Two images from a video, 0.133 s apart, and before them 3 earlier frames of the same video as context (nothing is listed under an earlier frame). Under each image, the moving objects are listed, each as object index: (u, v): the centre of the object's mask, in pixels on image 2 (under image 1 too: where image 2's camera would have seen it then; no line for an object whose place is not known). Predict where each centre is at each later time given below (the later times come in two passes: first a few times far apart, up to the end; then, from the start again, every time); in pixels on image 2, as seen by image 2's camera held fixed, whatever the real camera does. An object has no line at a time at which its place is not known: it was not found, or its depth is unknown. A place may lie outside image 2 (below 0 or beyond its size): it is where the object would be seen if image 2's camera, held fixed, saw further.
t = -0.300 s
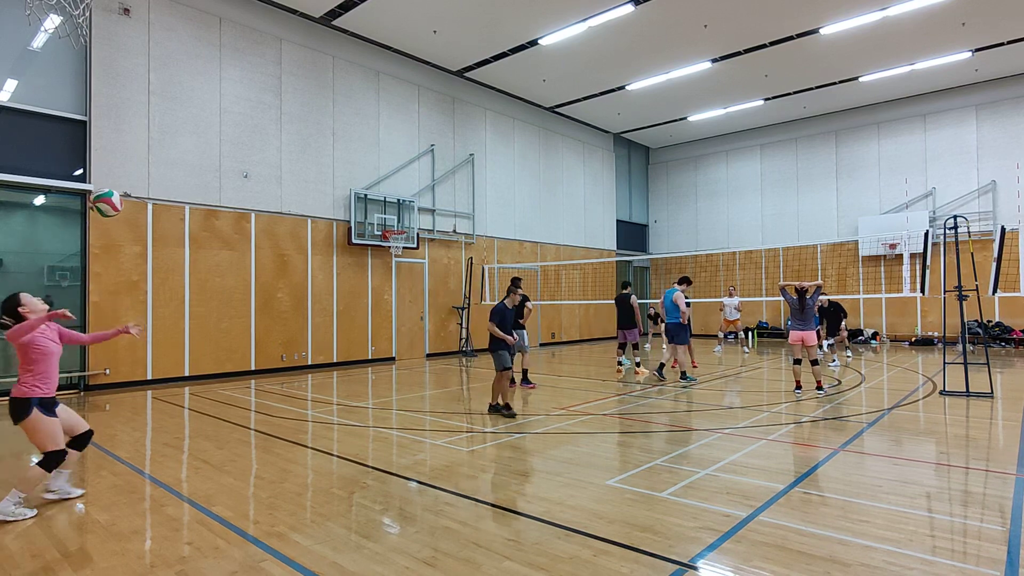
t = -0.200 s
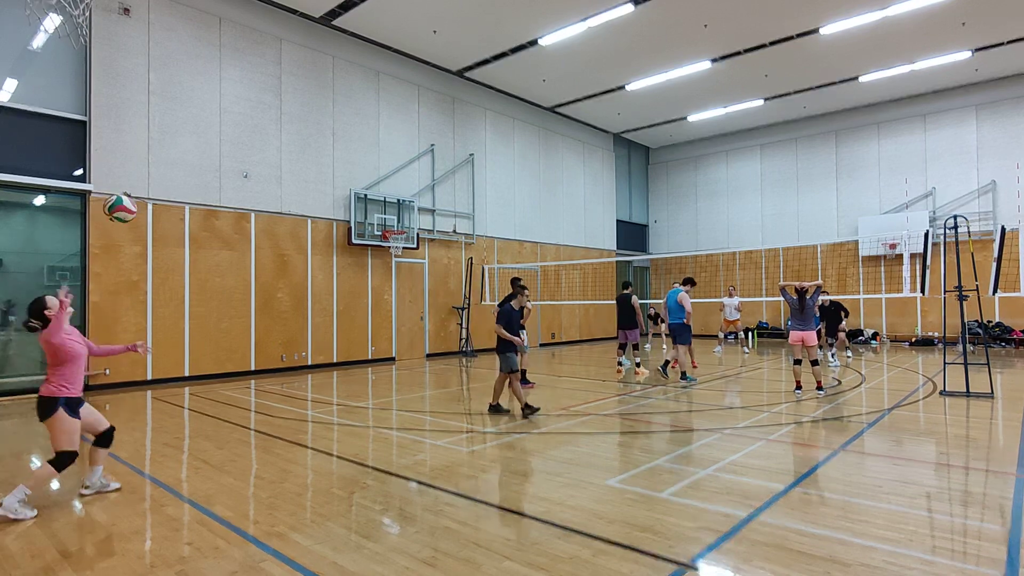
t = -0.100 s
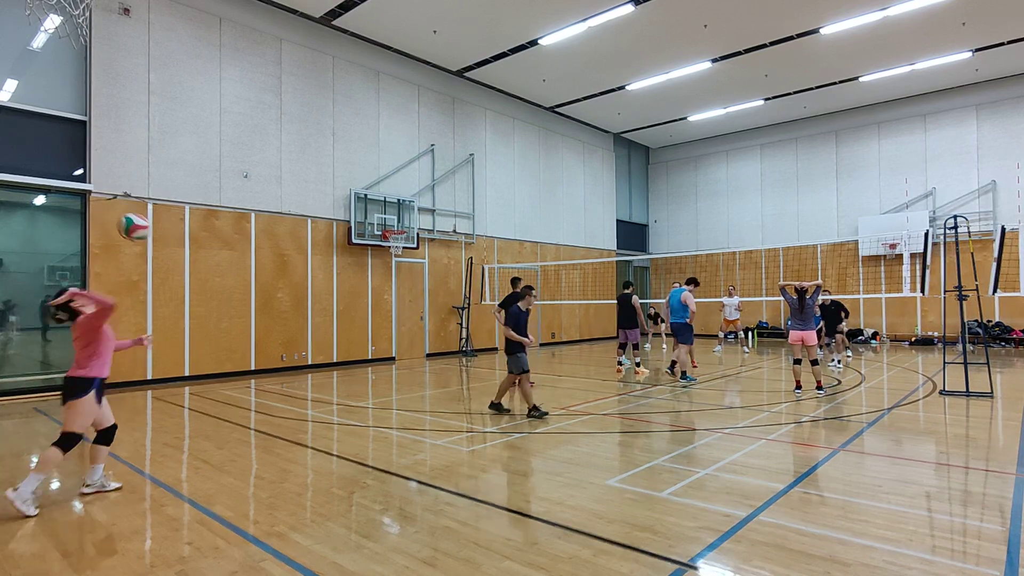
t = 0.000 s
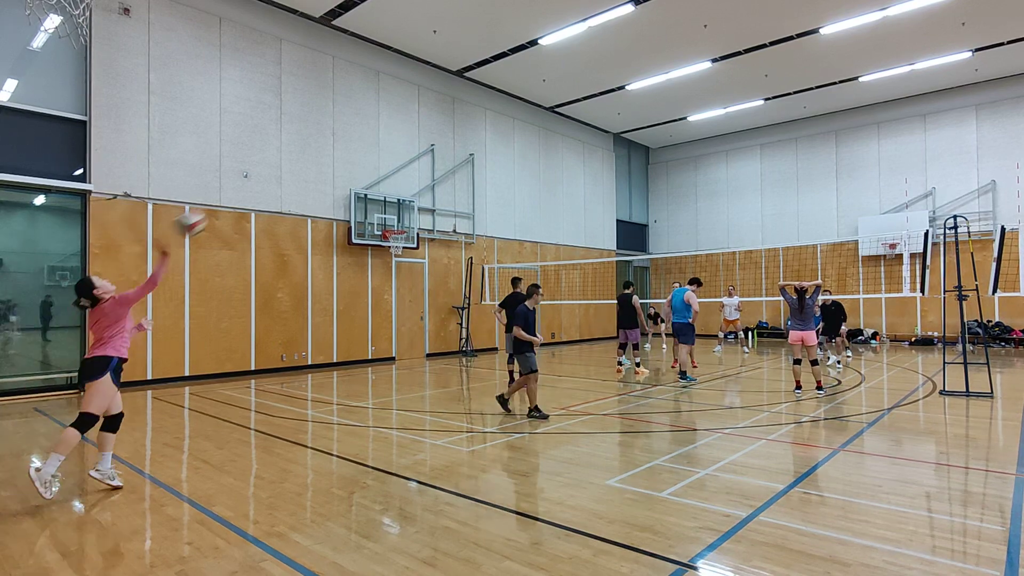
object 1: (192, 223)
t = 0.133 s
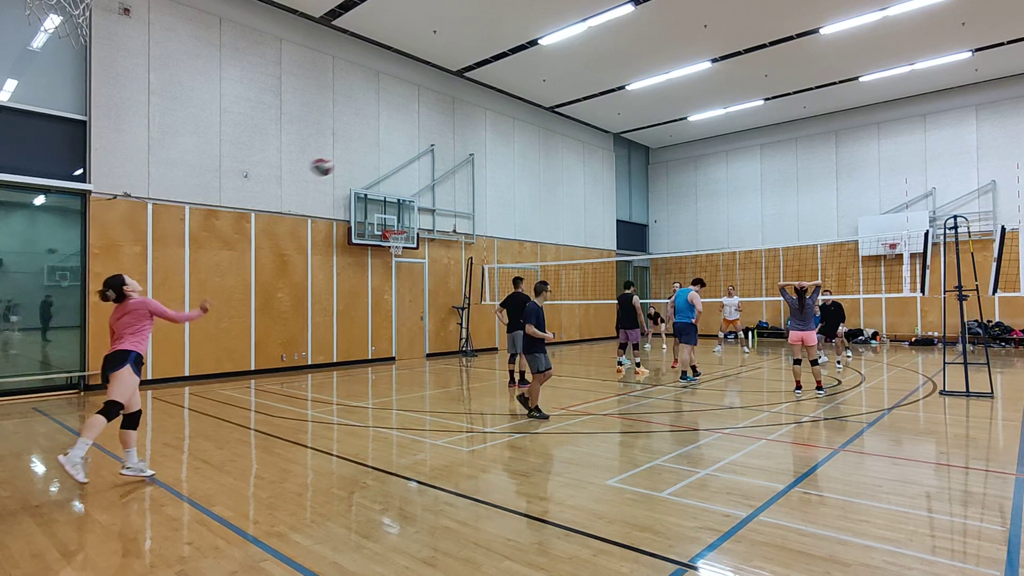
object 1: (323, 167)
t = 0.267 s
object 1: (409, 141)
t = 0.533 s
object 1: (518, 143)
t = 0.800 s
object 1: (583, 175)
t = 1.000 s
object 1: (617, 211)
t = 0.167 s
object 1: (348, 158)
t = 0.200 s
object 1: (370, 151)
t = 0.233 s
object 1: (390, 146)
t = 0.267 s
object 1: (409, 141)
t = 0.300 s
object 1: (427, 138)
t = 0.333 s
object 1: (443, 137)
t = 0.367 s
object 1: (458, 137)
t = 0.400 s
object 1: (472, 136)
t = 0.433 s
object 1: (484, 137)
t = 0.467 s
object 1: (496, 139)
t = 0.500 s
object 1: (507, 141)
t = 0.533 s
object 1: (518, 143)
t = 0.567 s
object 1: (527, 145)
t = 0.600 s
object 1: (536, 148)
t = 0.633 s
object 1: (545, 152)
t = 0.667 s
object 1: (554, 156)
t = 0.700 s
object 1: (562, 161)
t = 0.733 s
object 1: (570, 165)
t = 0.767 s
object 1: (576, 170)
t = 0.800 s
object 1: (583, 175)
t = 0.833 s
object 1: (589, 181)
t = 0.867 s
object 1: (596, 186)
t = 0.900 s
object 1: (601, 193)
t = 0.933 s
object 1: (608, 199)
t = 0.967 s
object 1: (613, 205)
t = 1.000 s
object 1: (617, 211)
